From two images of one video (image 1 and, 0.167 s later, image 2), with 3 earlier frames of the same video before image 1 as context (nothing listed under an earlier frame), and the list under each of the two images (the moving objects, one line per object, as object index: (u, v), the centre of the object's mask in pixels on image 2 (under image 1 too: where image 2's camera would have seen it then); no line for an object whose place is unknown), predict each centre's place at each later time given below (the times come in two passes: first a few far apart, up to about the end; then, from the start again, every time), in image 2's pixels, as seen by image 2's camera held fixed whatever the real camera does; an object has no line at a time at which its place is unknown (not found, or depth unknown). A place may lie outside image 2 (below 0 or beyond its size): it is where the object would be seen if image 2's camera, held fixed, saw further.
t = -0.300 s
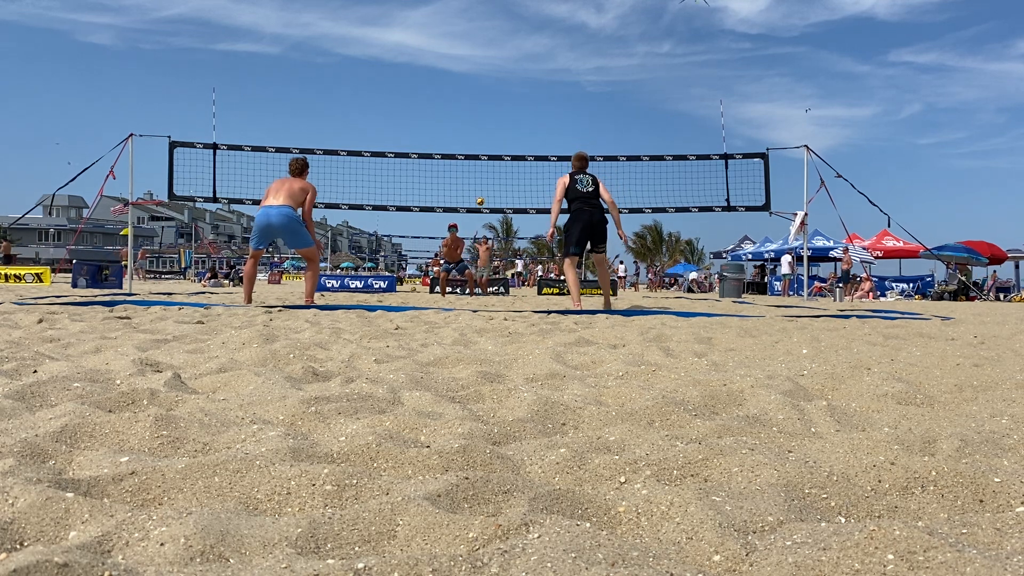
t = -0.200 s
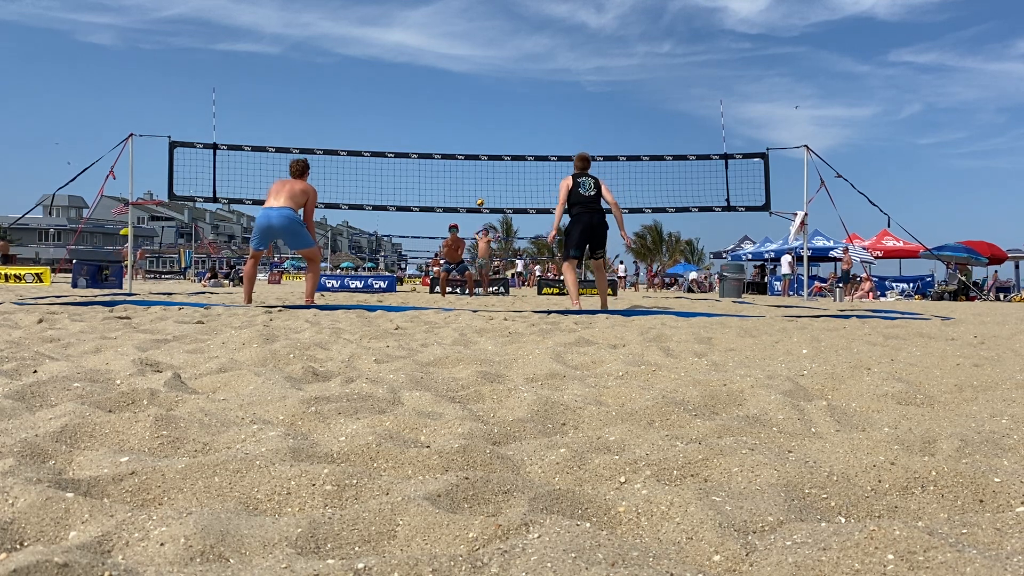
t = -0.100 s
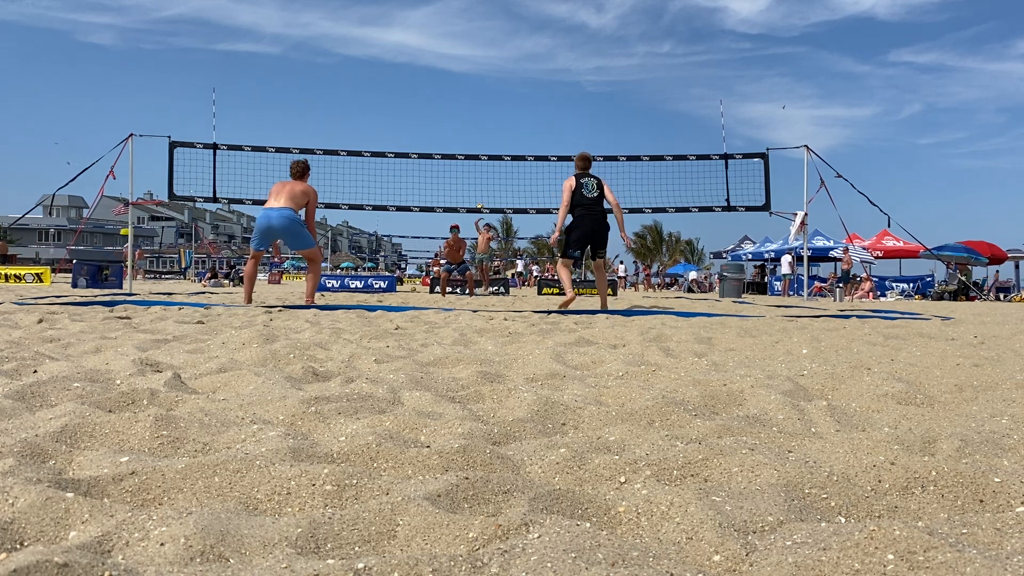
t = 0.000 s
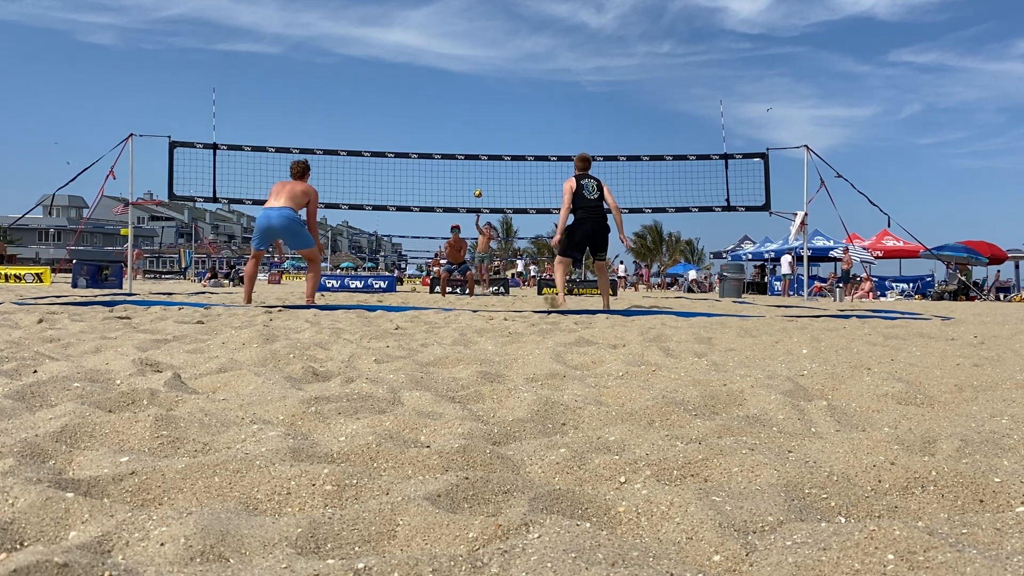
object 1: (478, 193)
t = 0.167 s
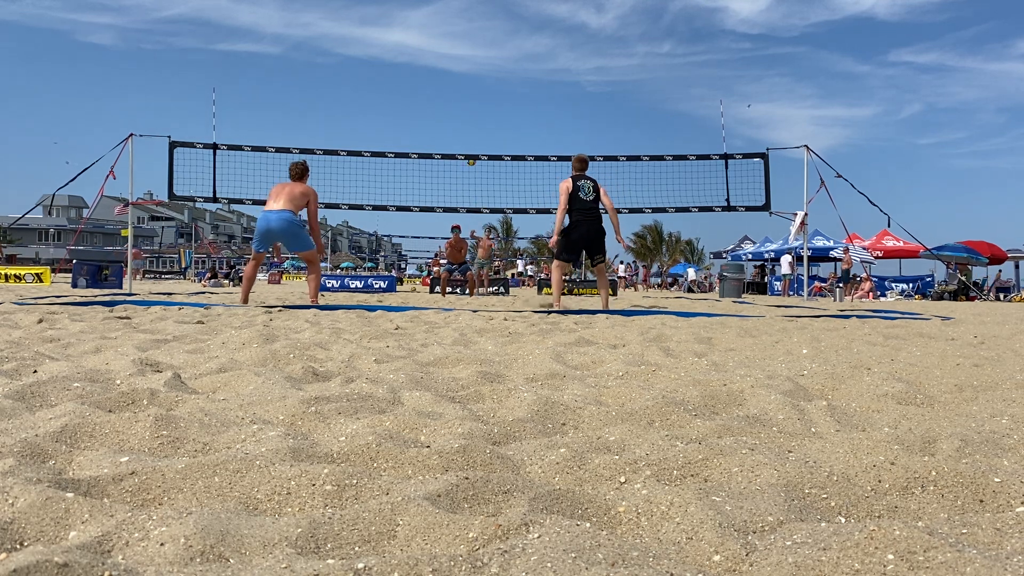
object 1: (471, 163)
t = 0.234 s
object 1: (467, 149)
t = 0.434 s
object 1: (448, 125)
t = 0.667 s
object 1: (414, 126)
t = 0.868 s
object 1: (379, 164)
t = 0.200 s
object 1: (469, 152)
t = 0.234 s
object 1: (467, 149)
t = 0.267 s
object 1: (465, 144)
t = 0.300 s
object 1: (462, 139)
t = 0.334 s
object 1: (459, 135)
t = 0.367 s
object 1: (456, 131)
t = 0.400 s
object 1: (452, 128)
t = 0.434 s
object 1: (448, 125)
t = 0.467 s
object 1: (444, 123)
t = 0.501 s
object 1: (439, 121)
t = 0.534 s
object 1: (434, 121)
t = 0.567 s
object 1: (429, 121)
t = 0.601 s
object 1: (424, 122)
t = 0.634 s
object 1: (419, 123)
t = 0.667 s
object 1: (414, 126)
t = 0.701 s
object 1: (408, 130)
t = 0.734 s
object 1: (403, 134)
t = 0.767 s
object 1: (397, 140)
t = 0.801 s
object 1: (391, 147)
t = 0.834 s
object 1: (385, 155)
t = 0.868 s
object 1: (379, 164)
